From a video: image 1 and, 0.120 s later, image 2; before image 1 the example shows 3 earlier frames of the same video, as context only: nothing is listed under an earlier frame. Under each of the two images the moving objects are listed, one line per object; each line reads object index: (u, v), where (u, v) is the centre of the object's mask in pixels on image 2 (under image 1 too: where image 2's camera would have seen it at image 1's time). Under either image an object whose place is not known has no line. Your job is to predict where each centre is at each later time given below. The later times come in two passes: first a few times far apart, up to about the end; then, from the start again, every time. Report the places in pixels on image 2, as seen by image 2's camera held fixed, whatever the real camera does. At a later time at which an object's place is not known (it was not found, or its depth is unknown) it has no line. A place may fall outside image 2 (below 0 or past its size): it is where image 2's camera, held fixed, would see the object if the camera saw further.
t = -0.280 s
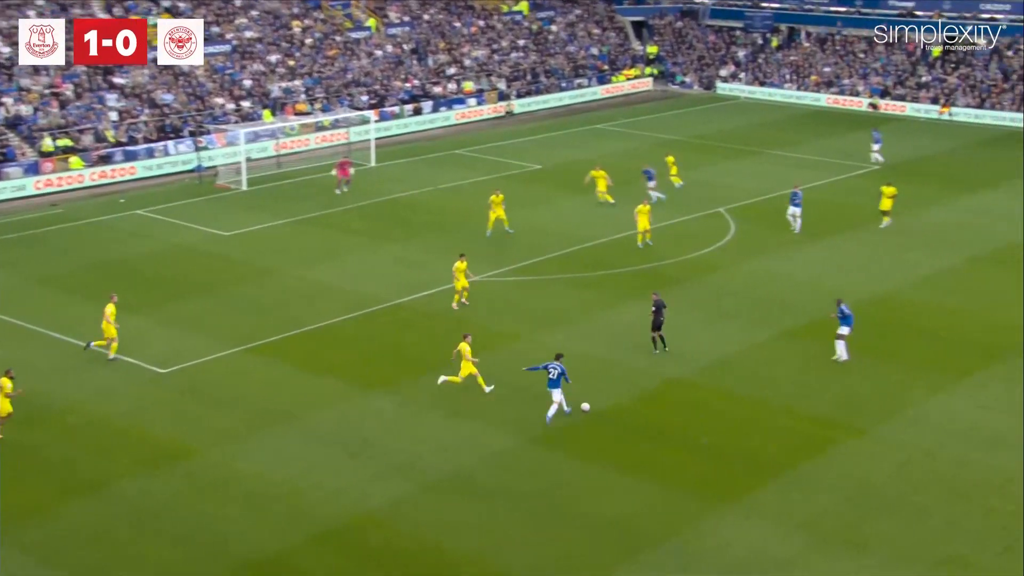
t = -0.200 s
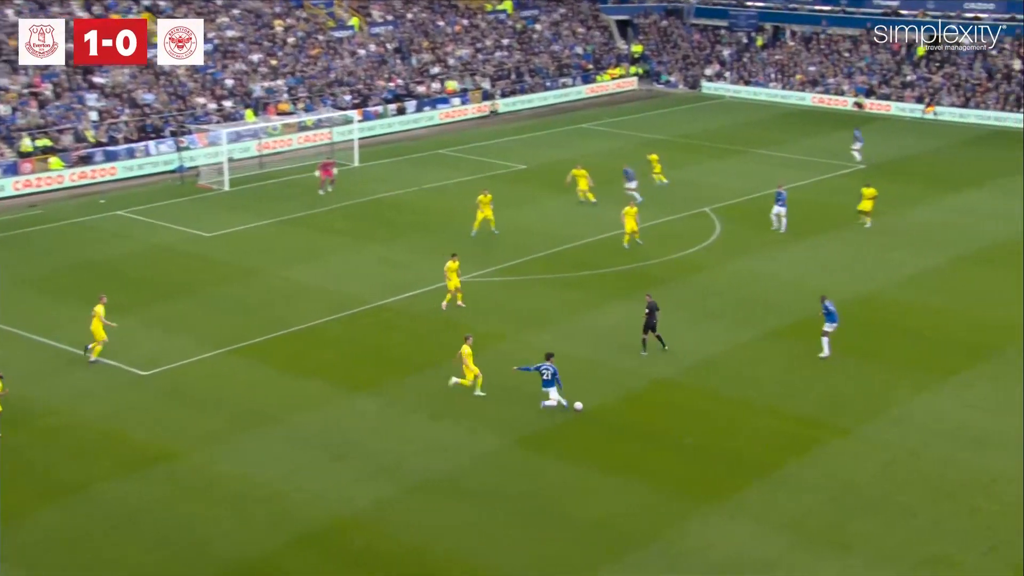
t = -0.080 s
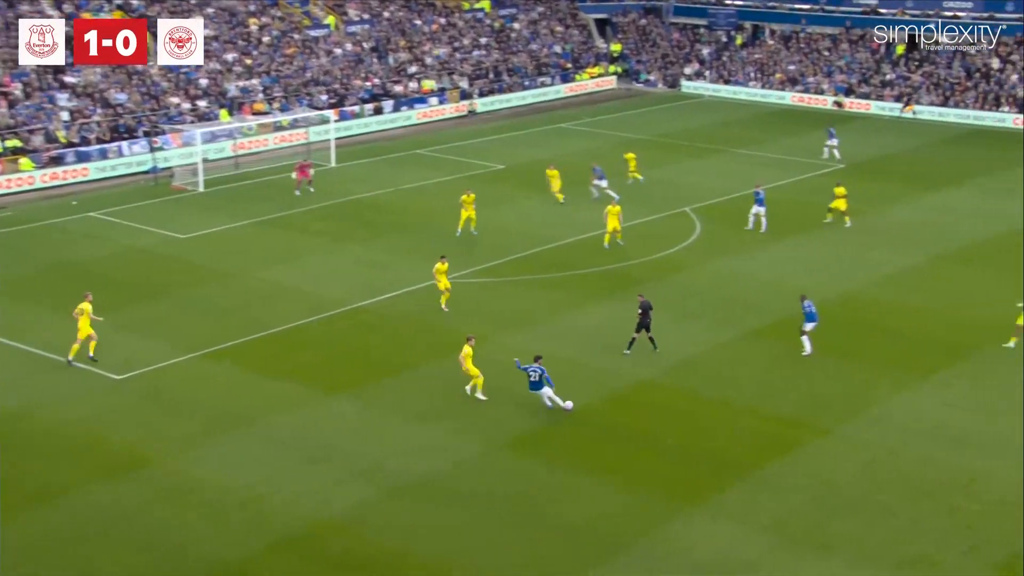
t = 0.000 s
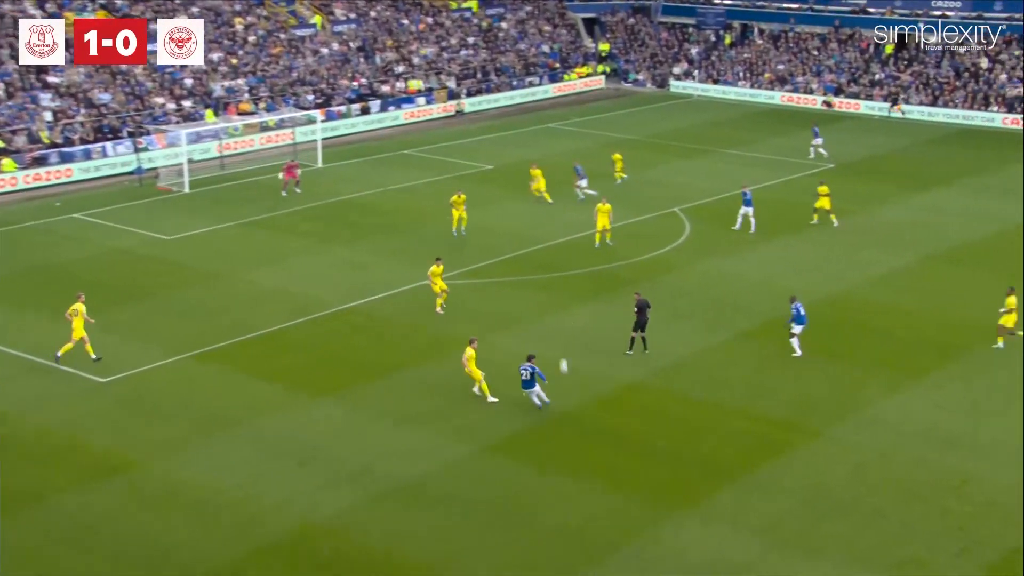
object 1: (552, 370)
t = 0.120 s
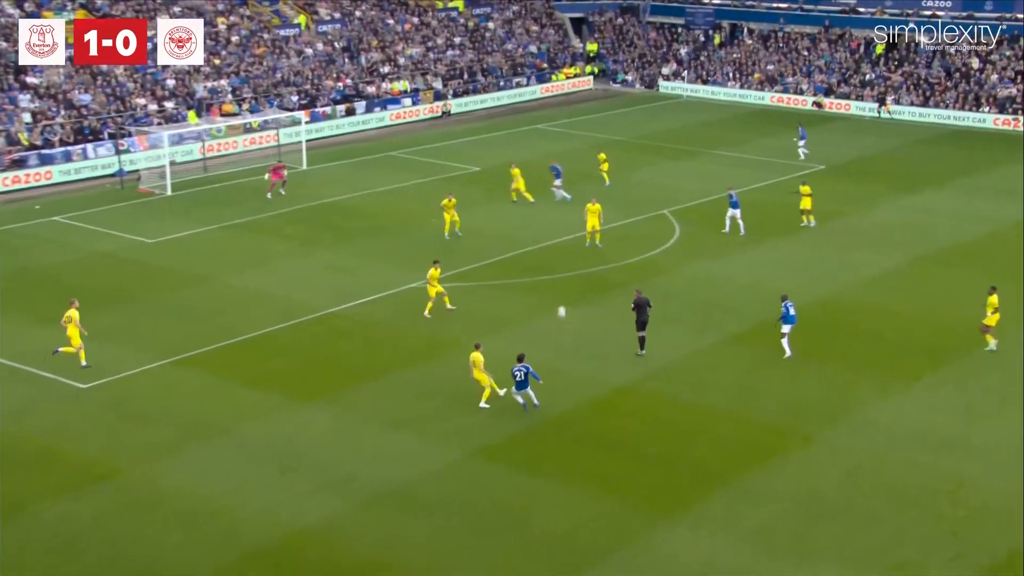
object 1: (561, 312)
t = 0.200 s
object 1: (568, 279)
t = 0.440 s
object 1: (591, 200)
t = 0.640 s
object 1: (614, 154)
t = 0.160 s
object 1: (565, 295)
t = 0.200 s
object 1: (568, 279)
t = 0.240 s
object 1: (572, 264)
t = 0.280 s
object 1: (575, 250)
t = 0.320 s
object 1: (579, 236)
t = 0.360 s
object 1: (583, 224)
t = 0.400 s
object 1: (587, 213)
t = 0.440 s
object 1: (591, 200)
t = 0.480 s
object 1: (596, 190)
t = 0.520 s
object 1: (600, 180)
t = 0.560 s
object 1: (605, 171)
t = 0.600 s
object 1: (609, 162)
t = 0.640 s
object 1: (614, 154)
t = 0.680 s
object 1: (619, 146)
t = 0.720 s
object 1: (624, 138)
